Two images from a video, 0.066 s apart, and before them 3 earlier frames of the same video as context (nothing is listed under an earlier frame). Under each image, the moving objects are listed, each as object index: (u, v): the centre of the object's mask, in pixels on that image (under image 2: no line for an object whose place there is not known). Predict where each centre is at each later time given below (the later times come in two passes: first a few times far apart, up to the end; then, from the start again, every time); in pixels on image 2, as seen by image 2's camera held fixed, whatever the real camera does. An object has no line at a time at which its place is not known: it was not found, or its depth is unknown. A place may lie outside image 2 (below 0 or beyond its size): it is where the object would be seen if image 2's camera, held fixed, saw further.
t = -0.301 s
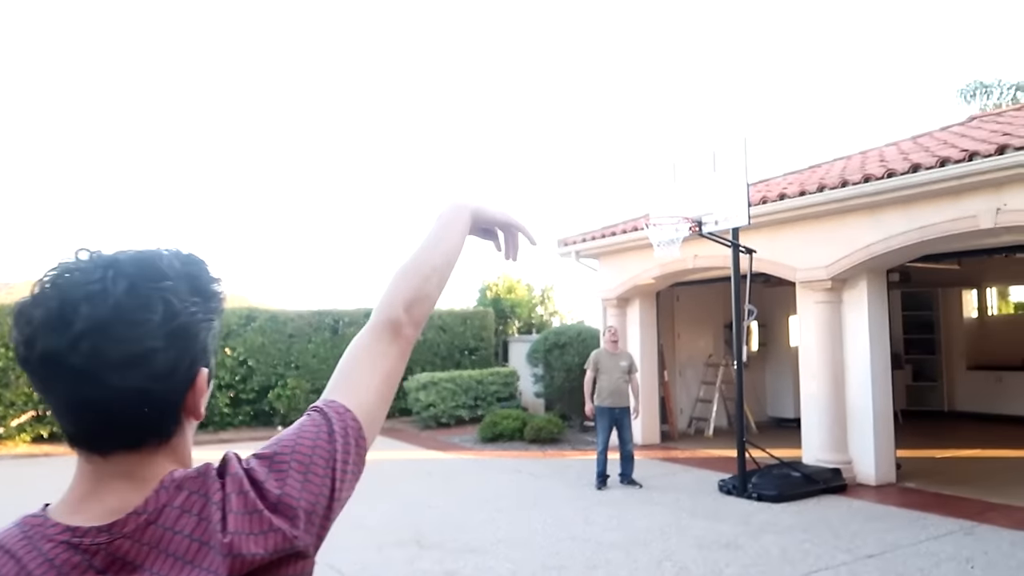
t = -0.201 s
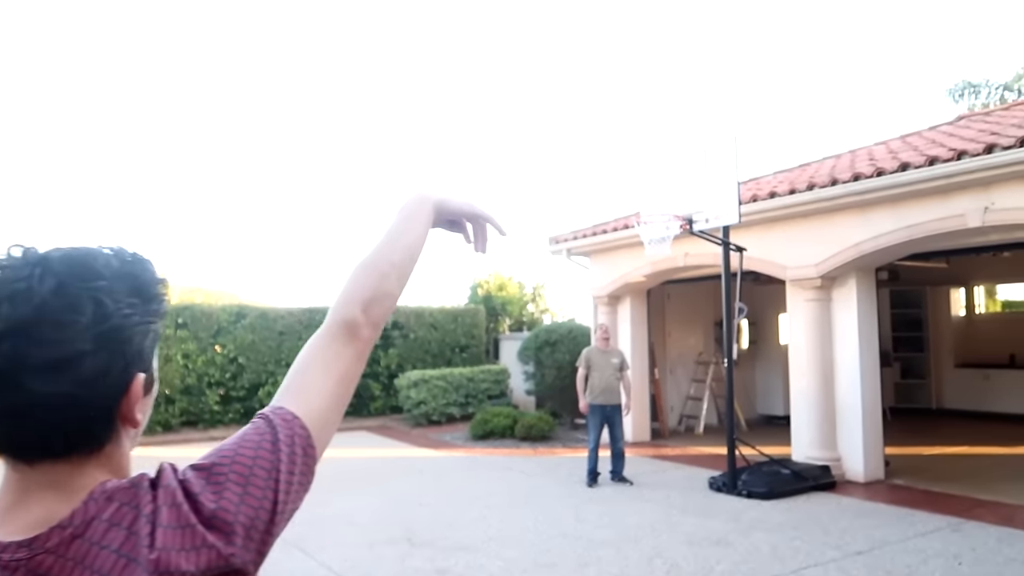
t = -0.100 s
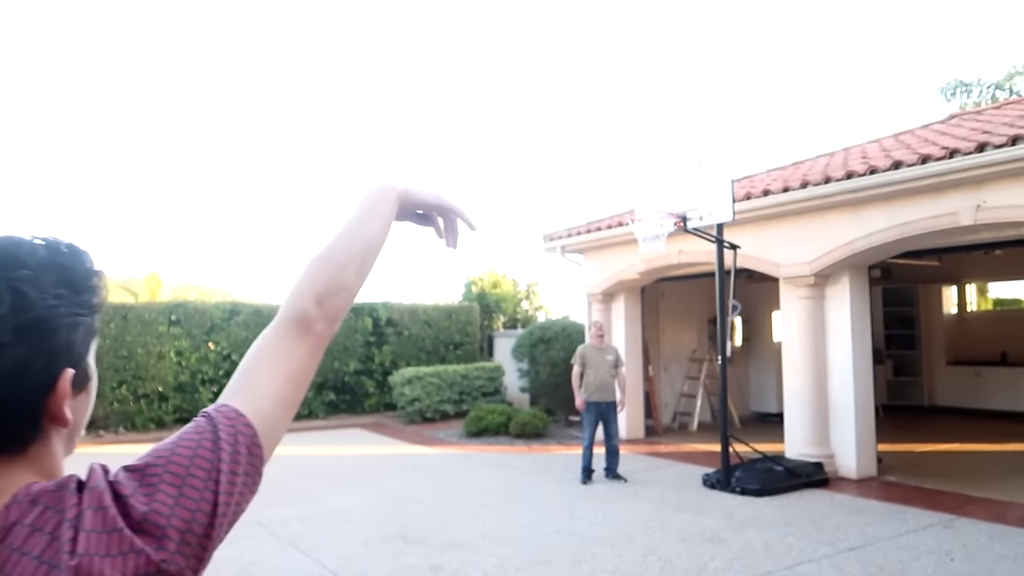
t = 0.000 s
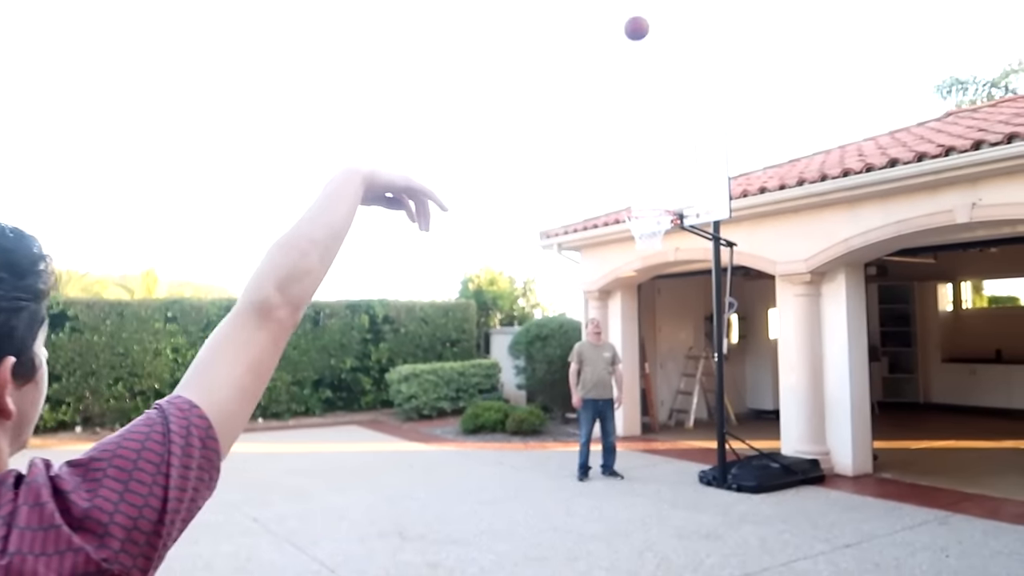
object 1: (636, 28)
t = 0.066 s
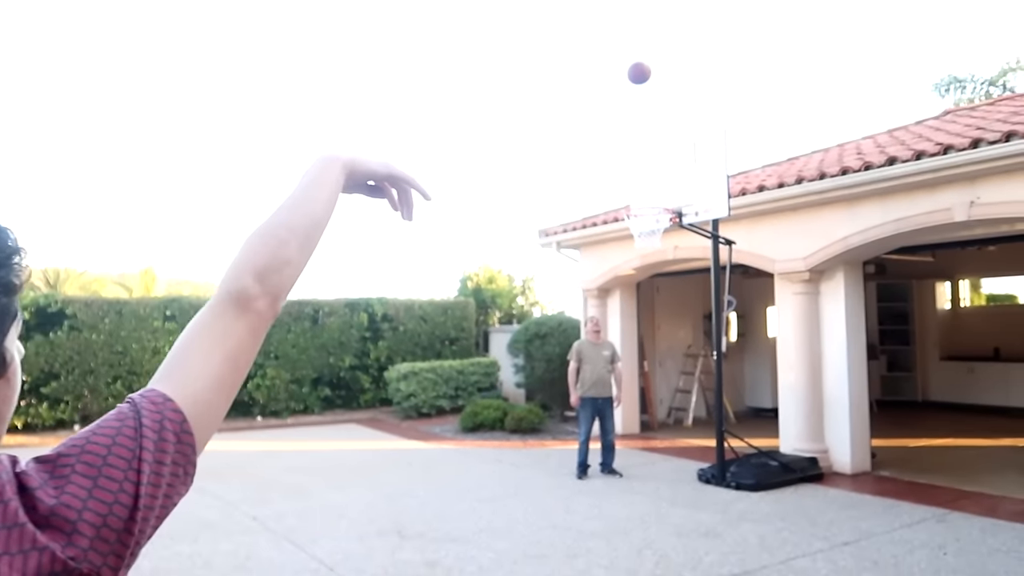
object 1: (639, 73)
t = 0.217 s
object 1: (647, 183)
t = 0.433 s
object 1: (658, 280)
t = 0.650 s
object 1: (670, 376)
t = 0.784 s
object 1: (677, 450)
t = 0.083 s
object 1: (640, 85)
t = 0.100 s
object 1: (640, 97)
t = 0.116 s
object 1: (641, 109)
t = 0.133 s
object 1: (642, 121)
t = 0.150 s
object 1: (643, 133)
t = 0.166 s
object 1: (644, 146)
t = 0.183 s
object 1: (645, 158)
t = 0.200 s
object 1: (647, 170)
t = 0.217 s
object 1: (647, 183)
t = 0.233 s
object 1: (648, 196)
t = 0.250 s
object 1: (649, 208)
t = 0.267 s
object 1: (650, 220)
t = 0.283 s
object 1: (651, 225)
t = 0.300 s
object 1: (652, 240)
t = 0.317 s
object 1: (653, 243)
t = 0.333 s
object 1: (654, 247)
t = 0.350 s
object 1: (654, 253)
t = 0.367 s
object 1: (655, 258)
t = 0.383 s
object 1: (656, 264)
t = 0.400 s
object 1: (657, 269)
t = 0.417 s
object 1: (657, 275)
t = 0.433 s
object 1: (658, 280)
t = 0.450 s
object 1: (659, 286)
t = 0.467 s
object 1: (660, 293)
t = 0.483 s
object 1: (661, 299)
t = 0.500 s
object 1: (662, 306)
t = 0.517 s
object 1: (662, 313)
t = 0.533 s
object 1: (663, 320)
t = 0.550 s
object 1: (664, 328)
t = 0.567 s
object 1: (665, 336)
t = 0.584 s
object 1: (666, 344)
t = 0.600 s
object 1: (666, 351)
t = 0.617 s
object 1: (668, 360)
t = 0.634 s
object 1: (668, 368)
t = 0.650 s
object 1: (670, 376)
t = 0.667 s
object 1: (670, 384)
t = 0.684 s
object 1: (671, 394)
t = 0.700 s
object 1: (672, 402)
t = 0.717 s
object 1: (672, 412)
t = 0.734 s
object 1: (673, 422)
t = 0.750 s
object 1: (675, 430)
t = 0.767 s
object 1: (675, 440)
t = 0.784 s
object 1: (677, 450)
